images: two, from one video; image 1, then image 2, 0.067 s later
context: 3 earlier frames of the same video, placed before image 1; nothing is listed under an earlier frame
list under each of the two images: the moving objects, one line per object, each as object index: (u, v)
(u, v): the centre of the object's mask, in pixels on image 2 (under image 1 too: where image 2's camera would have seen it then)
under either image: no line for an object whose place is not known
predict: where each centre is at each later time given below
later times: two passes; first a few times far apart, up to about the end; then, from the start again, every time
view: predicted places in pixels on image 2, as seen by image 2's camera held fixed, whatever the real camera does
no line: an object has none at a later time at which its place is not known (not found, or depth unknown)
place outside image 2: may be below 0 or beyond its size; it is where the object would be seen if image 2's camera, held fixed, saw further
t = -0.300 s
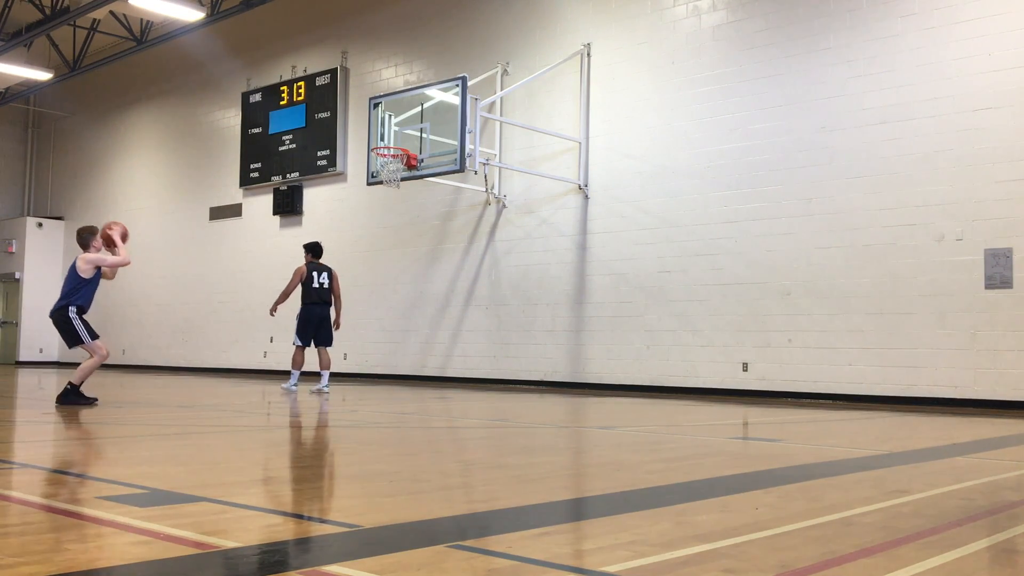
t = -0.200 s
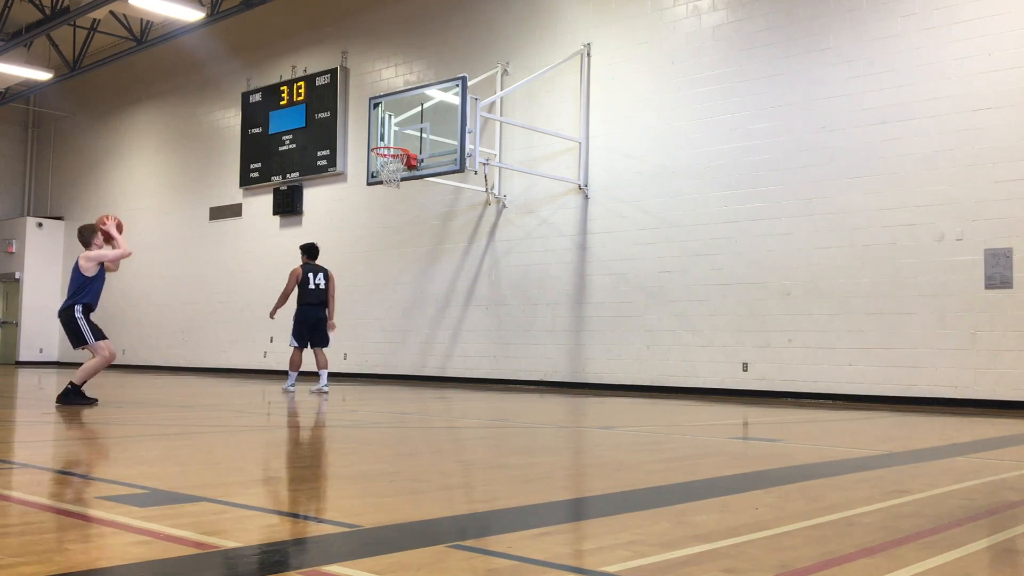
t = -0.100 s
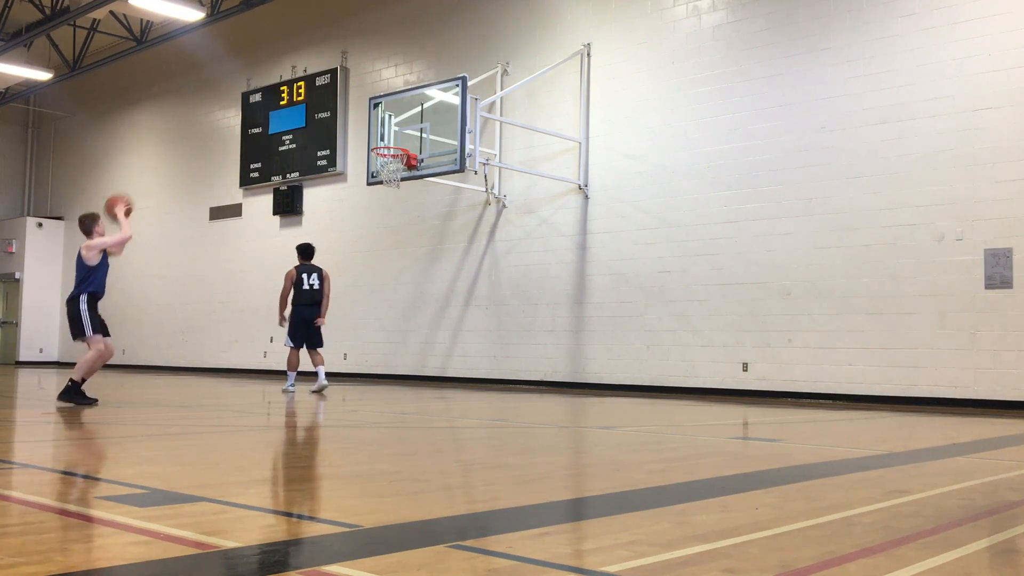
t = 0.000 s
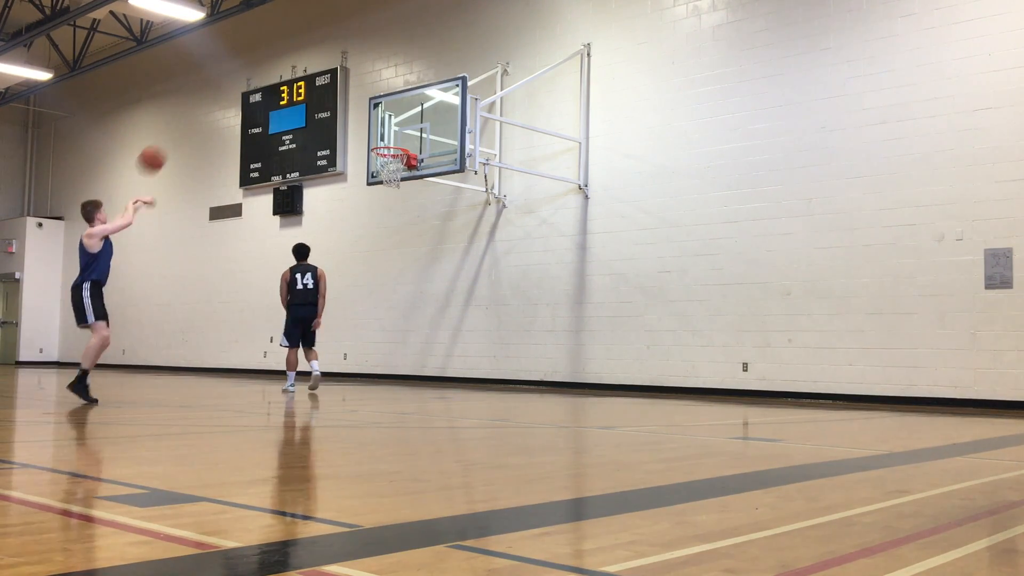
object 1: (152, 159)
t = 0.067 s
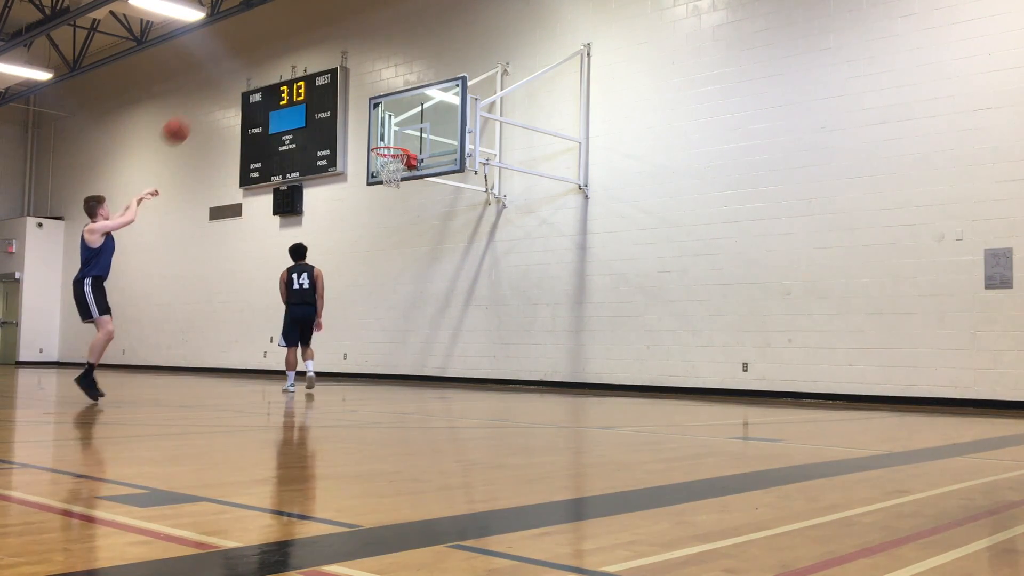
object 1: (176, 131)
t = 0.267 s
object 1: (240, 76)
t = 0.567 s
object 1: (318, 68)
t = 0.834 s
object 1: (375, 119)
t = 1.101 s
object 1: (383, 146)
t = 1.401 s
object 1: (395, 176)
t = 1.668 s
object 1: (404, 217)
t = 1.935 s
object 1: (411, 310)
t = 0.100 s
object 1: (187, 119)
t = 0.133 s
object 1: (199, 107)
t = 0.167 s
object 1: (209, 98)
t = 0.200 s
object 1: (220, 89)
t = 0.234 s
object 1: (230, 82)
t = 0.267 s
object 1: (240, 76)
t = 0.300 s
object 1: (250, 71)
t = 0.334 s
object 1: (259, 67)
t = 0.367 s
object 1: (268, 64)
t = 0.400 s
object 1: (277, 62)
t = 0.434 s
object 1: (285, 62)
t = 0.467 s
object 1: (294, 62)
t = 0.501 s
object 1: (302, 63)
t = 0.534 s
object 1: (310, 65)
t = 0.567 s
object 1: (318, 68)
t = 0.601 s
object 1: (326, 72)
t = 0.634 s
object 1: (334, 76)
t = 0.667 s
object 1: (341, 82)
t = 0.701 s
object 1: (348, 88)
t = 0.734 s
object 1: (355, 95)
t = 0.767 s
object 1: (361, 102)
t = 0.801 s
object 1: (367, 111)
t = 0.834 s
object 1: (375, 119)
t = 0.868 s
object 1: (381, 129)
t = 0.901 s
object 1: (388, 140)
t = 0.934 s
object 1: (391, 142)
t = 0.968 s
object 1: (395, 143)
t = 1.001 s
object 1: (400, 146)
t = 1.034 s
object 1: (395, 145)
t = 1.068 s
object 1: (389, 145)
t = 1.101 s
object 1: (383, 146)
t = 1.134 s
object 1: (383, 150)
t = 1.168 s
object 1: (382, 154)
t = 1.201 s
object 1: (384, 159)
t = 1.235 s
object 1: (385, 163)
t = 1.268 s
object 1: (387, 167)
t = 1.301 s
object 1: (390, 171)
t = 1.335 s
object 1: (392, 172)
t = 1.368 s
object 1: (393, 174)
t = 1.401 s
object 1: (395, 176)
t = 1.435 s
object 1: (396, 179)
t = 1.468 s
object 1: (398, 184)
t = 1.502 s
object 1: (399, 186)
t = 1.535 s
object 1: (400, 190)
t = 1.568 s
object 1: (401, 196)
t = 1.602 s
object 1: (402, 202)
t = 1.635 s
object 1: (403, 209)
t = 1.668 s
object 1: (404, 217)
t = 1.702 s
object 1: (405, 226)
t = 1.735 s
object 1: (406, 236)
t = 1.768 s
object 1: (407, 246)
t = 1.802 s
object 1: (407, 258)
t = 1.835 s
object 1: (408, 269)
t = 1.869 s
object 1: (409, 283)
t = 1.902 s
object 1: (410, 296)
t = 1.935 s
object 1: (411, 310)
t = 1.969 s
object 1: (411, 326)
